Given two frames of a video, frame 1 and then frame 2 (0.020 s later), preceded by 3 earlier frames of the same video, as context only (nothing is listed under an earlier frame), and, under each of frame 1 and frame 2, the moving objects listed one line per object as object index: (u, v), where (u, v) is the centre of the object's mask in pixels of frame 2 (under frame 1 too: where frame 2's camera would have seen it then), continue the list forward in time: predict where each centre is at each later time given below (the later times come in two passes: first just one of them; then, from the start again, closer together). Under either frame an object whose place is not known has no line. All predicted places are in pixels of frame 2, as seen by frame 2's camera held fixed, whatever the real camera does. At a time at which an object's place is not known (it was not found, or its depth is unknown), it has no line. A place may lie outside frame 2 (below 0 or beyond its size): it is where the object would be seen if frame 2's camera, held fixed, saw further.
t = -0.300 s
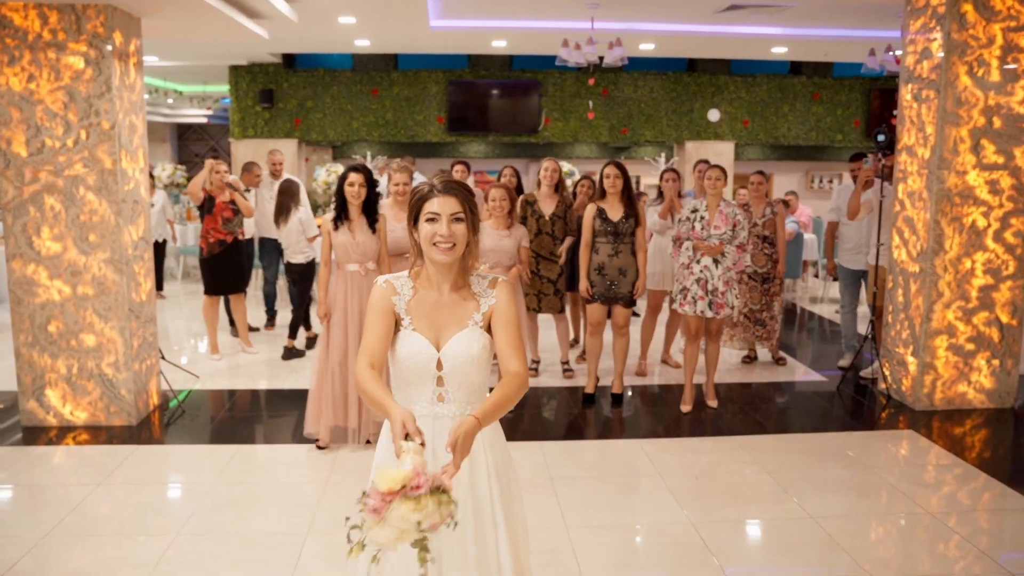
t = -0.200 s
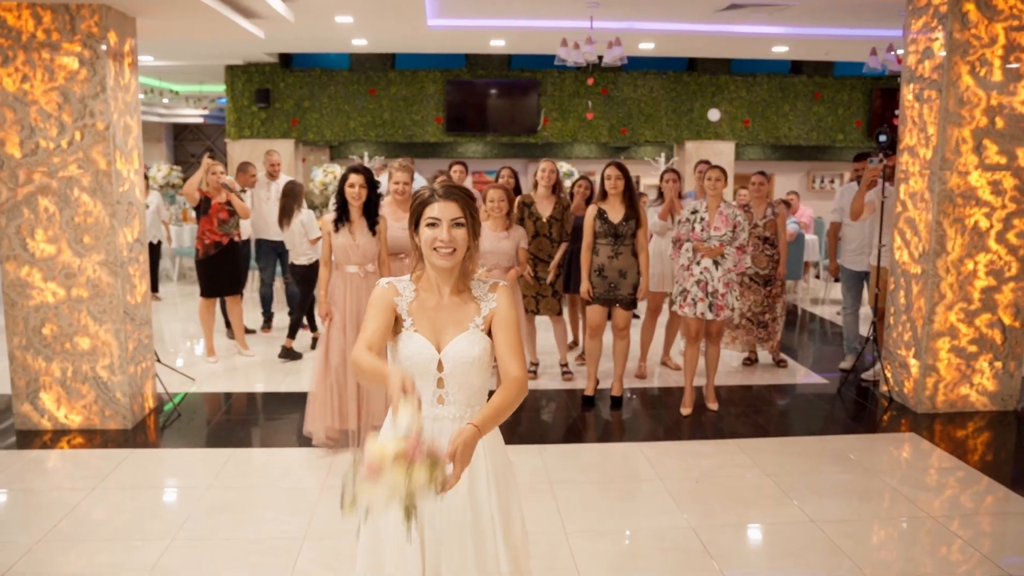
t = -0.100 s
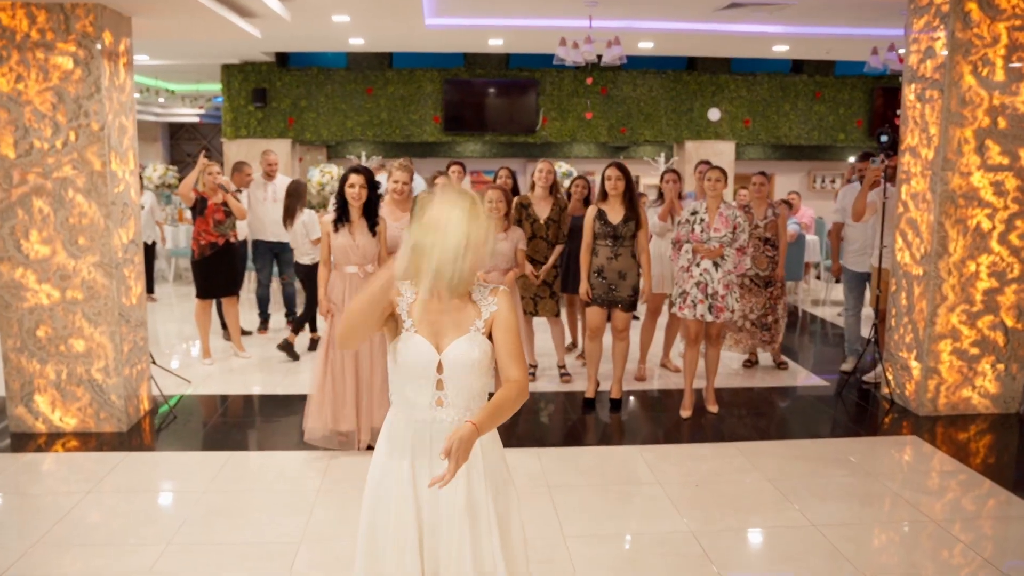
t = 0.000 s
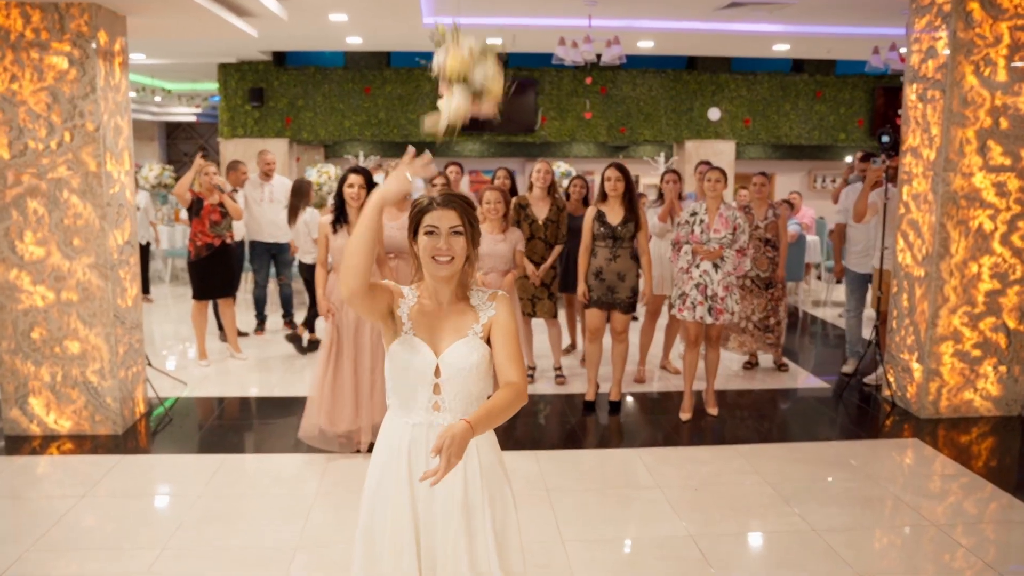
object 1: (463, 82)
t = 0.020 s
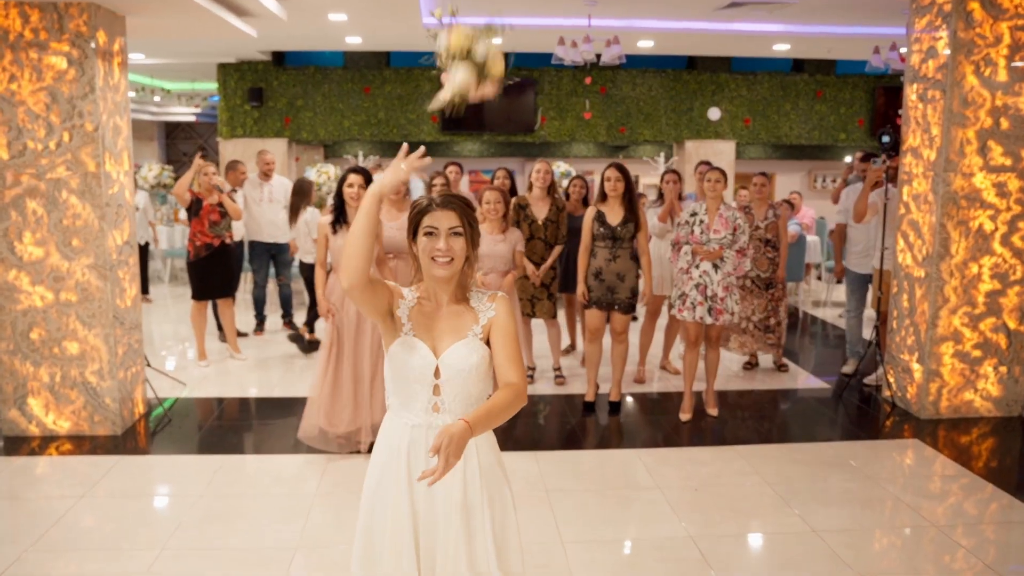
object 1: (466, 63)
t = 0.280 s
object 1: (487, 14)
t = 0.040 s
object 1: (470, 47)
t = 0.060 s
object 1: (473, 39)
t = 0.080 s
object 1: (475, 33)
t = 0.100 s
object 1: (479, 27)
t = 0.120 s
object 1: (479, 20)
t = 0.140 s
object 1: (481, 16)
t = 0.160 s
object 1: (481, 15)
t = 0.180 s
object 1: (480, 14)
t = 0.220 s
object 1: (482, 12)
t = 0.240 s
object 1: (484, 13)
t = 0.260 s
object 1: (486, 14)
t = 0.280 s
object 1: (487, 14)
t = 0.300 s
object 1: (489, 15)
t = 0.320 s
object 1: (490, 16)
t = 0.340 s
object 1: (491, 17)
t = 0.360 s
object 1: (490, 20)
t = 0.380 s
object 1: (490, 24)
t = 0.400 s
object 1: (489, 31)
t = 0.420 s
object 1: (486, 40)
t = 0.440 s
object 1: (487, 48)
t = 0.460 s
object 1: (488, 54)
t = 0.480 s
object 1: (489, 60)
